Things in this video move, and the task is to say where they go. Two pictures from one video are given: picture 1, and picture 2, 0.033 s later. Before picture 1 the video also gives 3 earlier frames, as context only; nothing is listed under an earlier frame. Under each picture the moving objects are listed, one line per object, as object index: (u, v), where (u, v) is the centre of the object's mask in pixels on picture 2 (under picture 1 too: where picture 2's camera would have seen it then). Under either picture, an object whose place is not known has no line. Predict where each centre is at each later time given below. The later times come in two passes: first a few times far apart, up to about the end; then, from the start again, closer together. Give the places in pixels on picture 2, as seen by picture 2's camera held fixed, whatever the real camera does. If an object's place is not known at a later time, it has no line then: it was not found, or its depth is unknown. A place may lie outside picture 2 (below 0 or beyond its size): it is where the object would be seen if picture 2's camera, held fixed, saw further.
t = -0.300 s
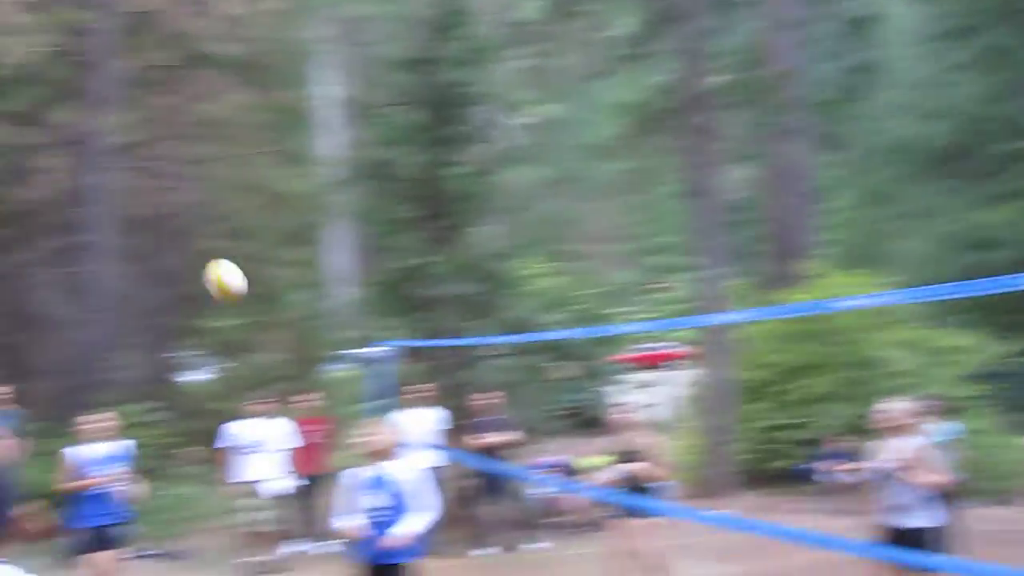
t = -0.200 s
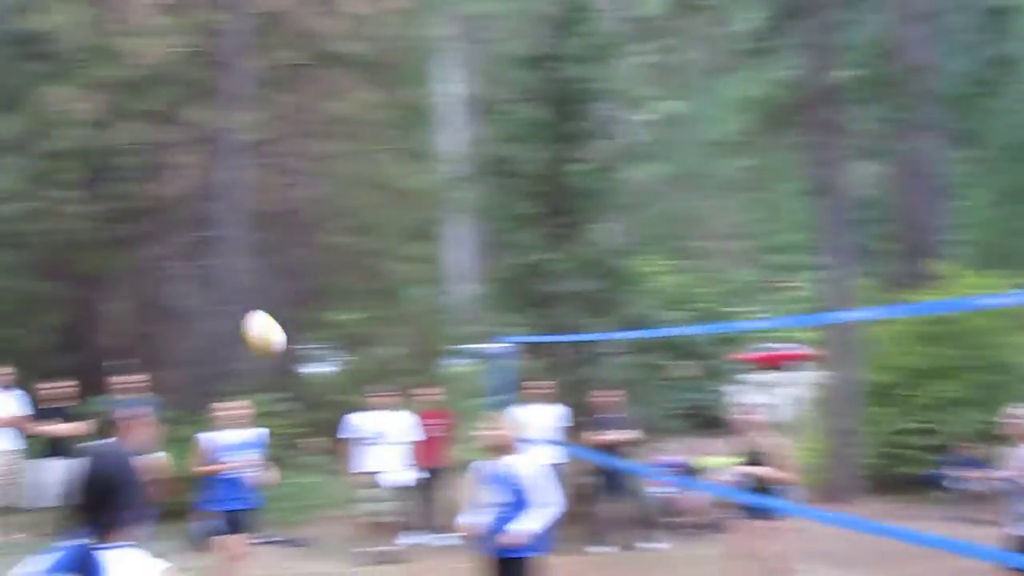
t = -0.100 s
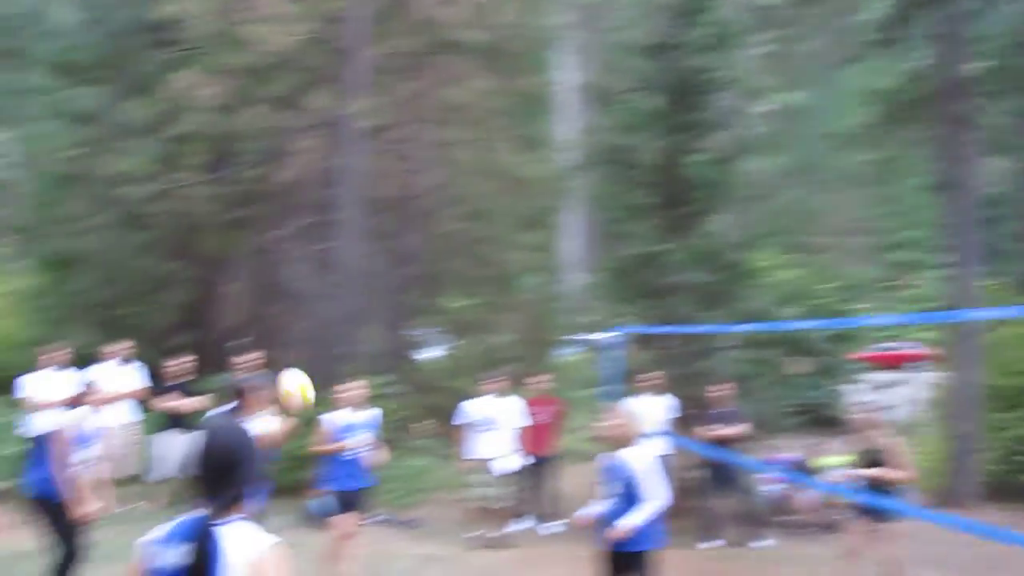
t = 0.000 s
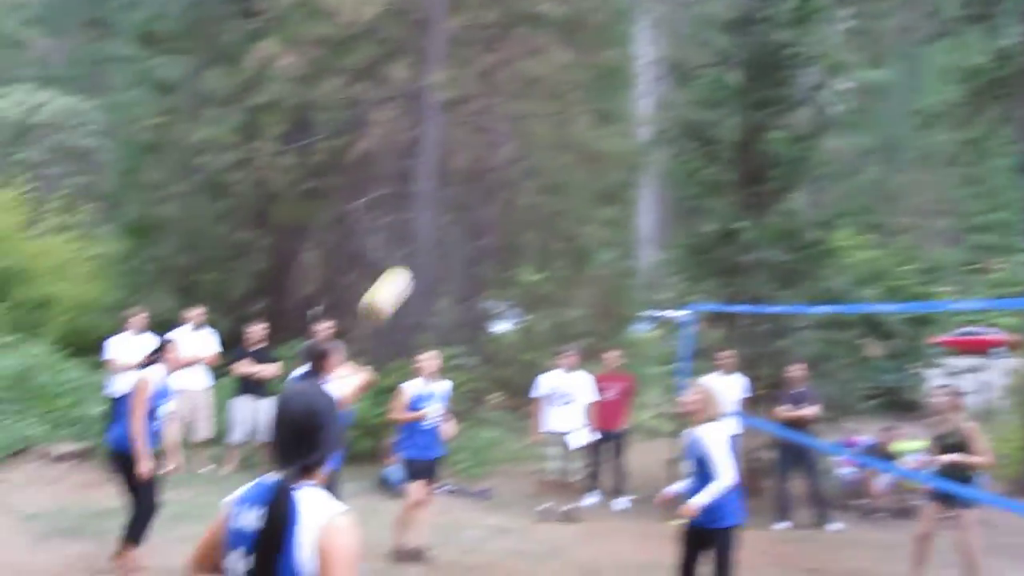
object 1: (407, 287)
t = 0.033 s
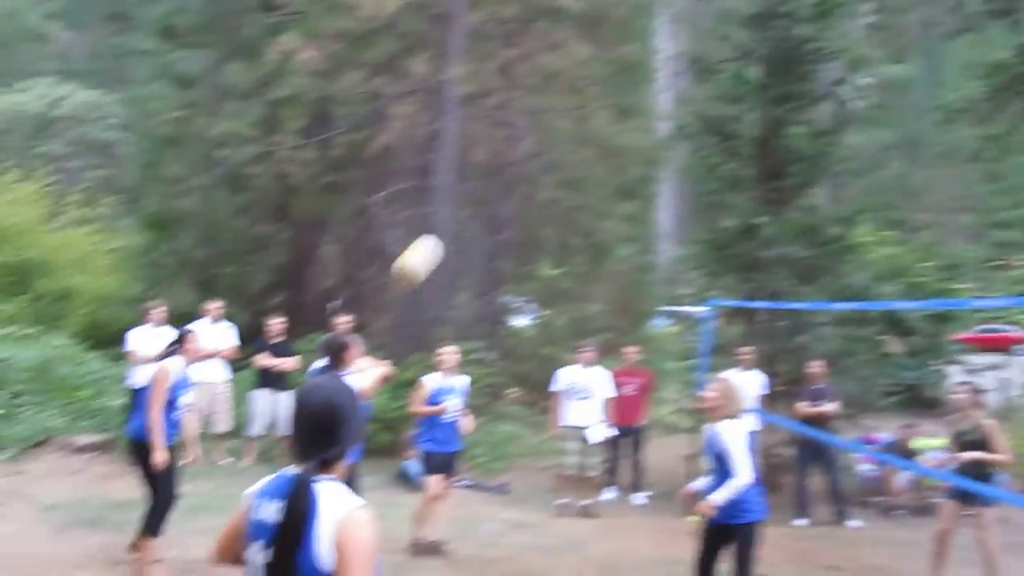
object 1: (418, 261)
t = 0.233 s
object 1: (484, 137)
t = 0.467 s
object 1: (547, 74)
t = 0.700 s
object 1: (601, 92)
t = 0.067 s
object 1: (430, 235)
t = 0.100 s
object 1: (442, 210)
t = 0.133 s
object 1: (454, 189)
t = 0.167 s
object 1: (464, 168)
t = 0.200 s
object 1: (474, 152)
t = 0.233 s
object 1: (484, 137)
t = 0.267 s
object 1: (493, 122)
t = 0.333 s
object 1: (514, 98)
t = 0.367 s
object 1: (523, 89)
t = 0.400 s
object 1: (531, 82)
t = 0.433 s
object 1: (539, 77)
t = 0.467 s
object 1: (547, 74)
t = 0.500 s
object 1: (555, 71)
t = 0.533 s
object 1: (563, 70)
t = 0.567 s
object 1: (570, 72)
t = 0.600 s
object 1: (578, 75)
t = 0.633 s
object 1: (586, 79)
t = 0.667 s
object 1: (593, 85)
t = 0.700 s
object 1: (601, 92)
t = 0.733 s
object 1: (608, 101)
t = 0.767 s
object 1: (615, 112)
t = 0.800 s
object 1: (622, 122)
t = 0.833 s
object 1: (628, 137)
